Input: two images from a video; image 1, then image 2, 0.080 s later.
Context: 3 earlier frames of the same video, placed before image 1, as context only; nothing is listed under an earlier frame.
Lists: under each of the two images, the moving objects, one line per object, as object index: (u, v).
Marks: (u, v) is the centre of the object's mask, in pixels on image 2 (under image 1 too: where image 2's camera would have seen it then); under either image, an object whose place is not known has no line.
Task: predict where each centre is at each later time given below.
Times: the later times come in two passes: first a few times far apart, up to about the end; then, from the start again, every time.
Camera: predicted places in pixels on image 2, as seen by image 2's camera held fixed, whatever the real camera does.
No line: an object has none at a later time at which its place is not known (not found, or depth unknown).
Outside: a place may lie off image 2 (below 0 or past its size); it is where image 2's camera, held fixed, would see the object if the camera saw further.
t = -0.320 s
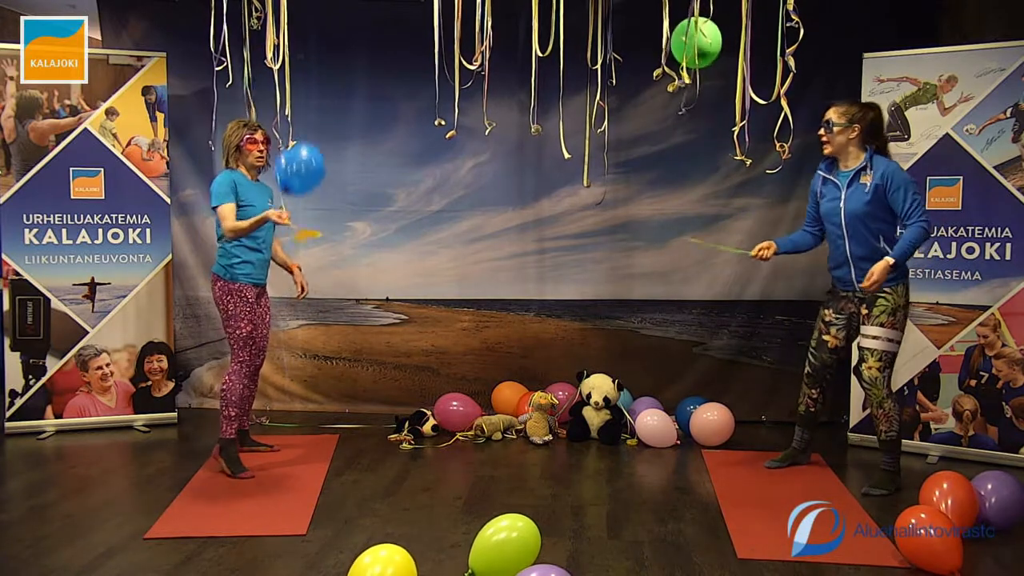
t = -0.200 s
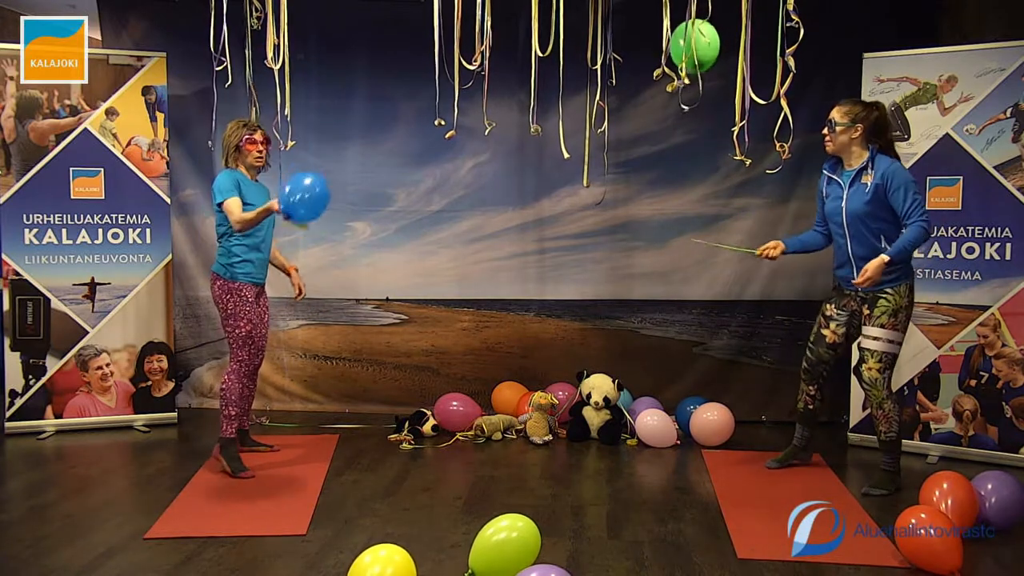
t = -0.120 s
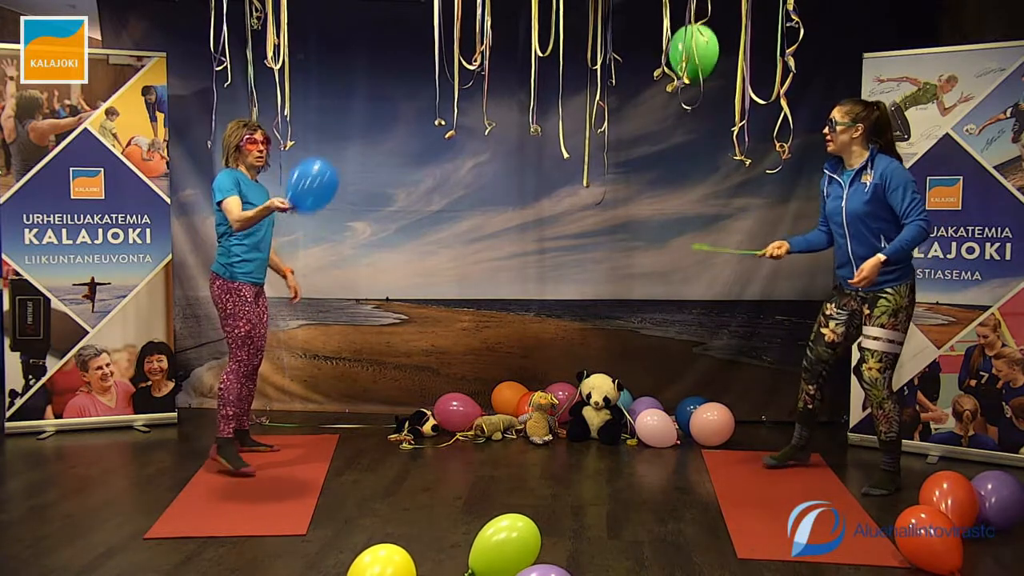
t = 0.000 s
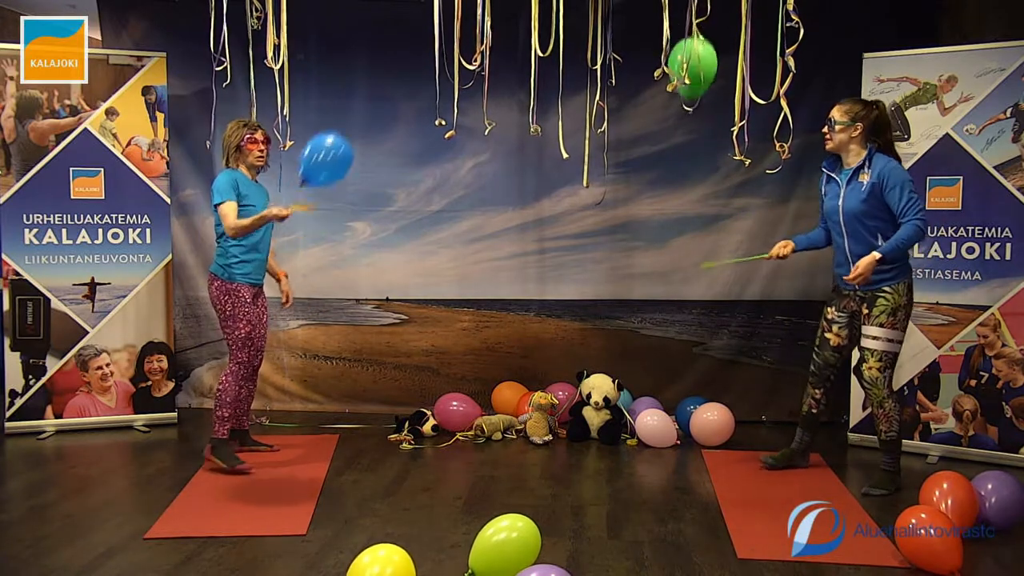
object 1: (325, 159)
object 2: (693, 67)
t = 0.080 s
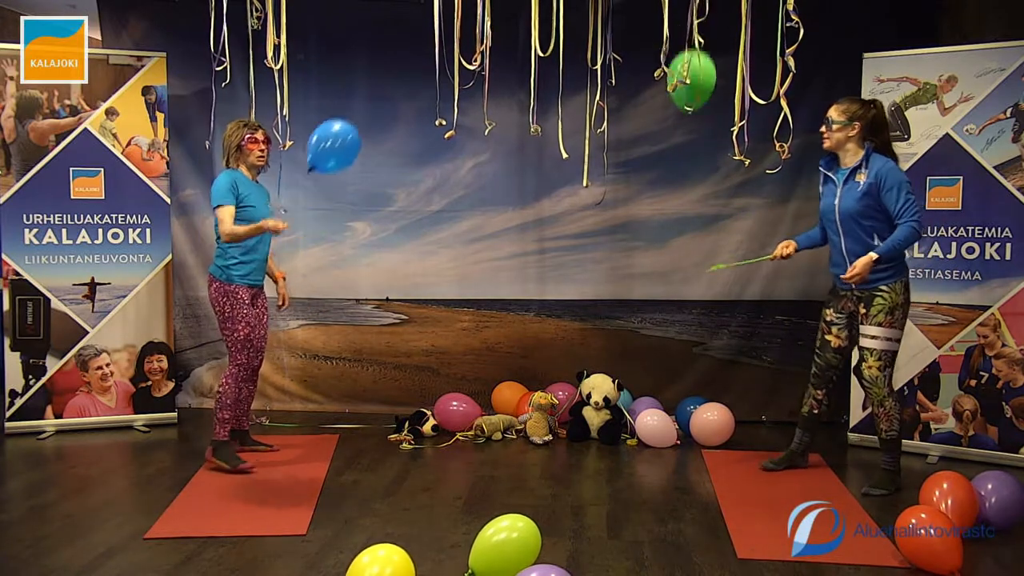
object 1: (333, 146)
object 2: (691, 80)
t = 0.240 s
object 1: (346, 130)
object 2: (689, 111)
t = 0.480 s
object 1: (363, 130)
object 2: (683, 169)
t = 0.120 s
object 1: (336, 141)
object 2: (692, 88)
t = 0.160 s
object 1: (339, 137)
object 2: (692, 98)
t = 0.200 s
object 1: (343, 133)
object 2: (690, 104)
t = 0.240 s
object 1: (346, 130)
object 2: (689, 111)
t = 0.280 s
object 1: (349, 128)
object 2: (688, 121)
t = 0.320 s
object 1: (352, 127)
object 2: (687, 129)
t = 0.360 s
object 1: (355, 127)
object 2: (686, 139)
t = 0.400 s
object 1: (358, 127)
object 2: (685, 149)
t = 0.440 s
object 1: (361, 128)
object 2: (684, 159)
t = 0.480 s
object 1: (363, 130)
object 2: (683, 169)
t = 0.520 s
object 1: (366, 132)
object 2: (682, 179)
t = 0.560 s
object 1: (369, 136)
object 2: (681, 189)
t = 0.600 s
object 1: (372, 140)
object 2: (680, 200)
